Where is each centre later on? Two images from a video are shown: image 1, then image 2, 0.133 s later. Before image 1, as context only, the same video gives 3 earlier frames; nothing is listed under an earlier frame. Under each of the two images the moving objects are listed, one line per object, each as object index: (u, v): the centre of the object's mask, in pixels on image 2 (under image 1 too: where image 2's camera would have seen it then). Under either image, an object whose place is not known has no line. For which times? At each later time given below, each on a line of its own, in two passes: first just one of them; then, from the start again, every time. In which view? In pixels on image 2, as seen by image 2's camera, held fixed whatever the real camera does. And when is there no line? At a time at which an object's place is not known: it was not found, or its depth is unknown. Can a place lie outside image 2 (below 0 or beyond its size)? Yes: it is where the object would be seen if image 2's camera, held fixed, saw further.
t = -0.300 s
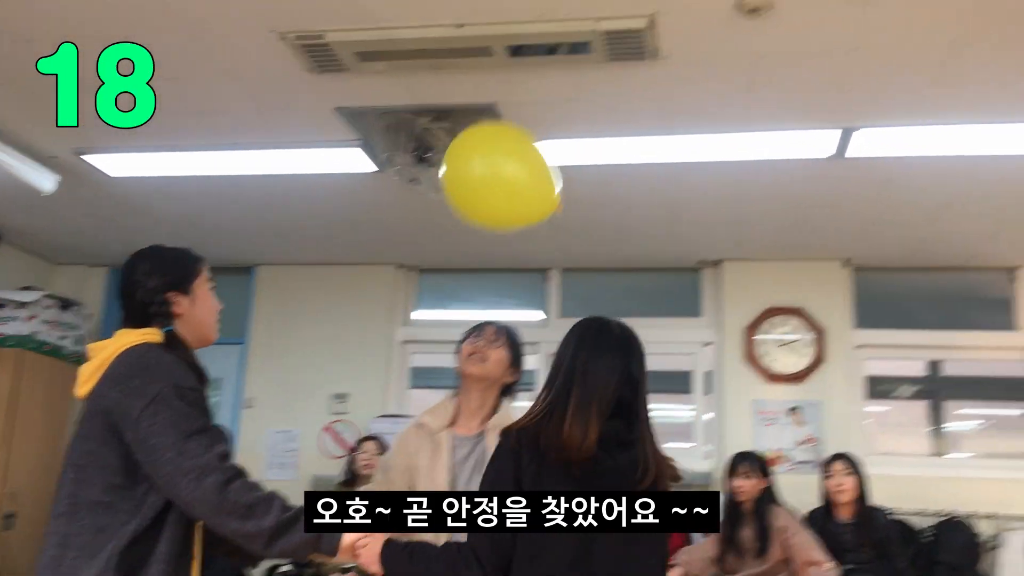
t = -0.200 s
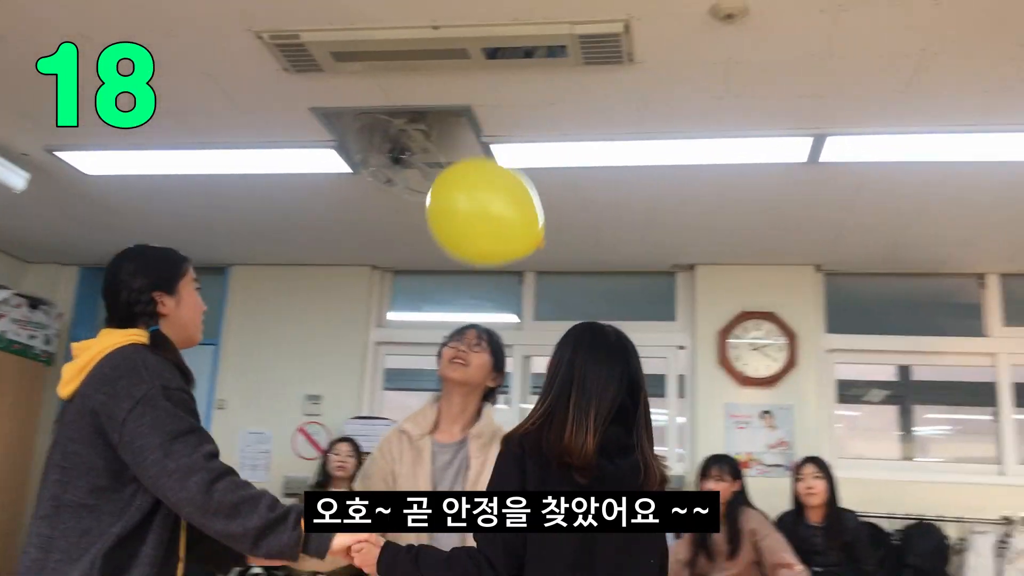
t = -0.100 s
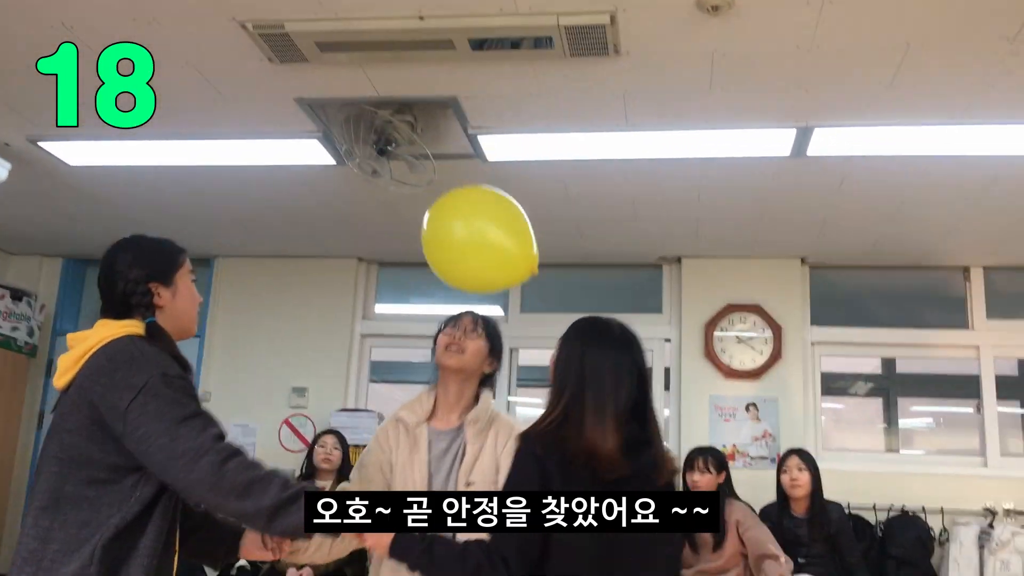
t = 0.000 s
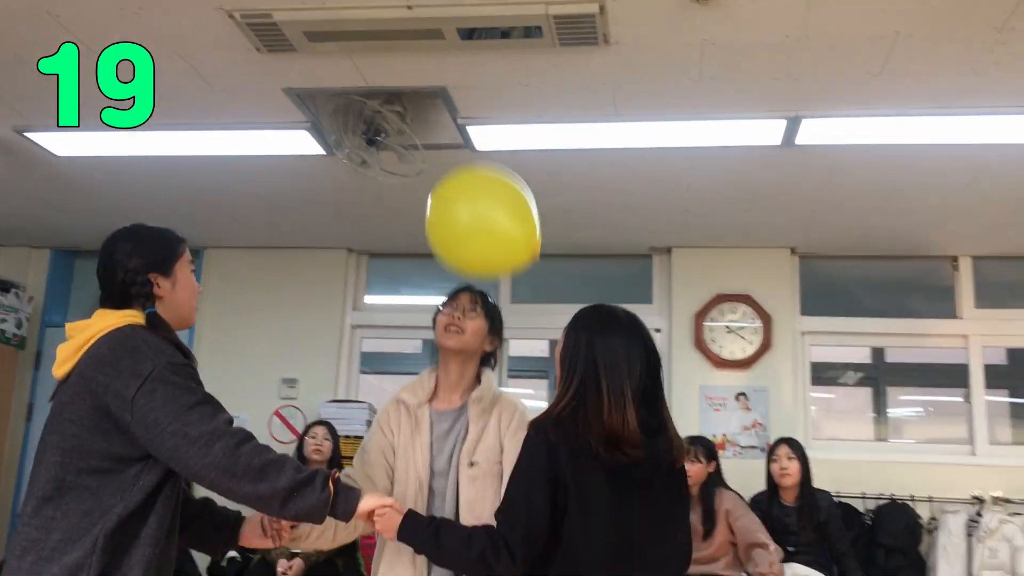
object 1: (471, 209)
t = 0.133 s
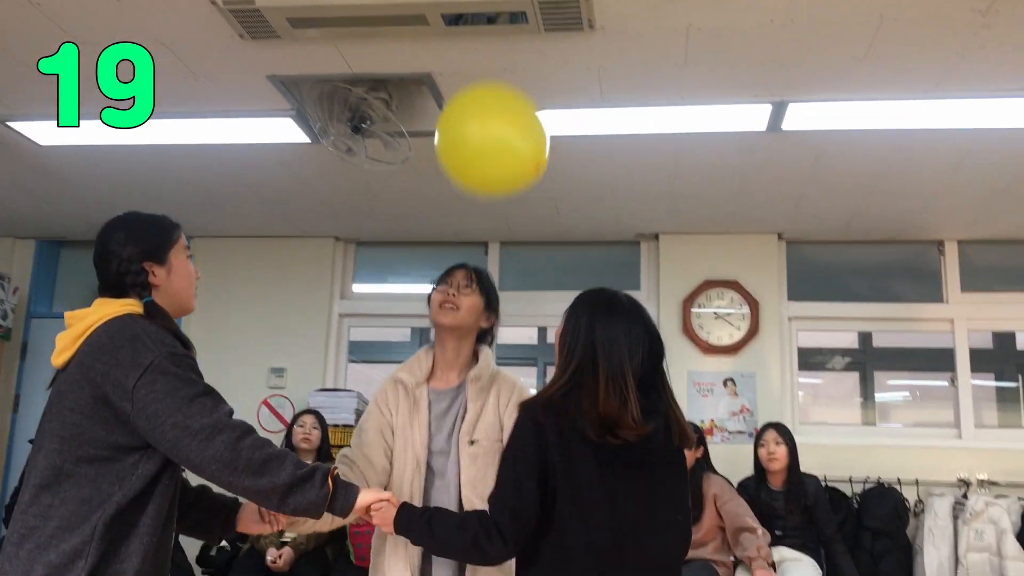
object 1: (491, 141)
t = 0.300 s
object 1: (516, 67)
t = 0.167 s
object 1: (497, 125)
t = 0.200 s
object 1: (501, 109)
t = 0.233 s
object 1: (507, 94)
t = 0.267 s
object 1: (511, 79)
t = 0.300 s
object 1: (516, 67)
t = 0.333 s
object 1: (521, 61)
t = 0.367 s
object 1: (525, 56)
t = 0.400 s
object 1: (529, 50)
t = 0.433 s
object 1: (533, 45)
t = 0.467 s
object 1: (537, 39)
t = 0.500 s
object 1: (541, 33)
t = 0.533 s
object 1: (544, 26)
